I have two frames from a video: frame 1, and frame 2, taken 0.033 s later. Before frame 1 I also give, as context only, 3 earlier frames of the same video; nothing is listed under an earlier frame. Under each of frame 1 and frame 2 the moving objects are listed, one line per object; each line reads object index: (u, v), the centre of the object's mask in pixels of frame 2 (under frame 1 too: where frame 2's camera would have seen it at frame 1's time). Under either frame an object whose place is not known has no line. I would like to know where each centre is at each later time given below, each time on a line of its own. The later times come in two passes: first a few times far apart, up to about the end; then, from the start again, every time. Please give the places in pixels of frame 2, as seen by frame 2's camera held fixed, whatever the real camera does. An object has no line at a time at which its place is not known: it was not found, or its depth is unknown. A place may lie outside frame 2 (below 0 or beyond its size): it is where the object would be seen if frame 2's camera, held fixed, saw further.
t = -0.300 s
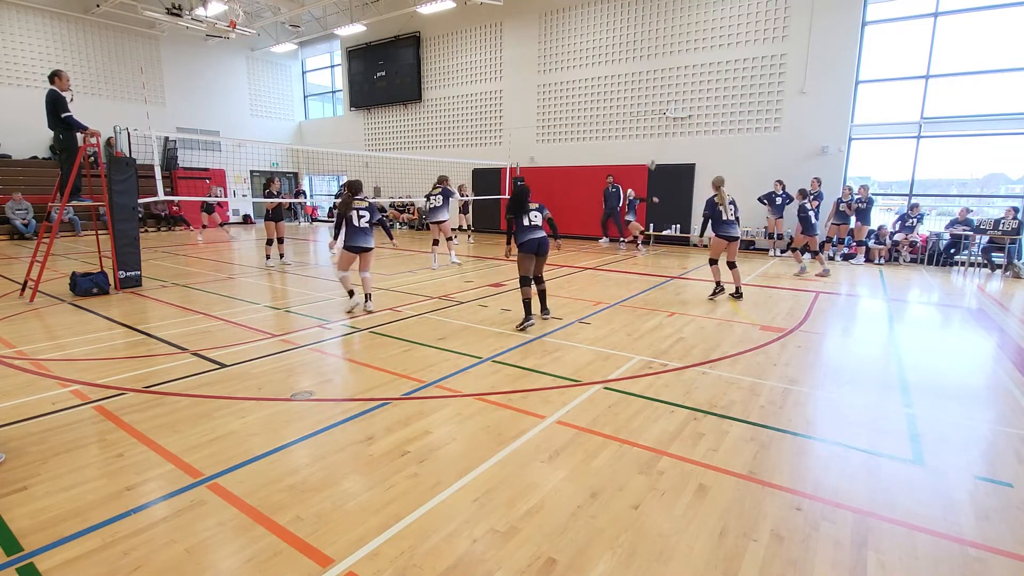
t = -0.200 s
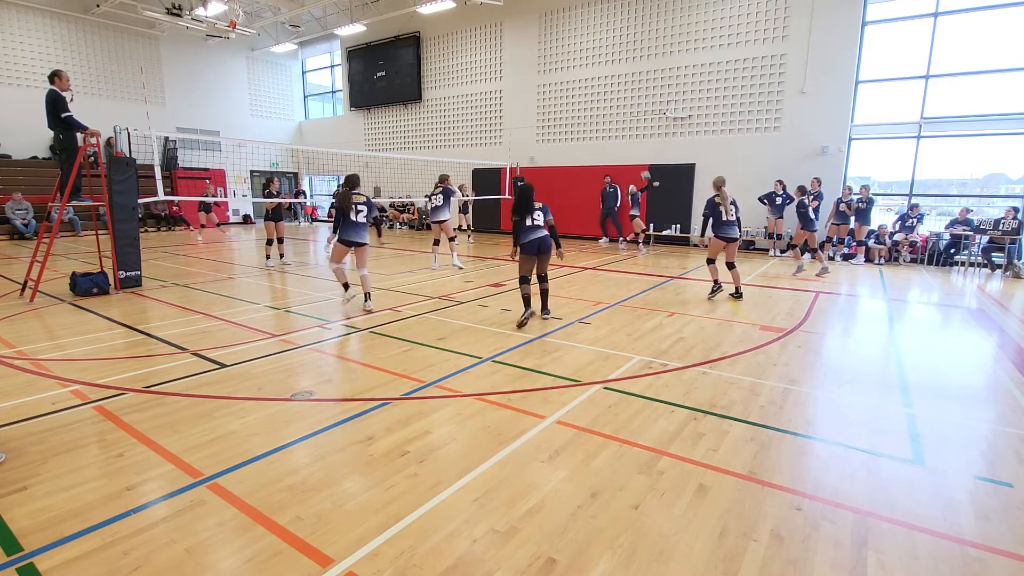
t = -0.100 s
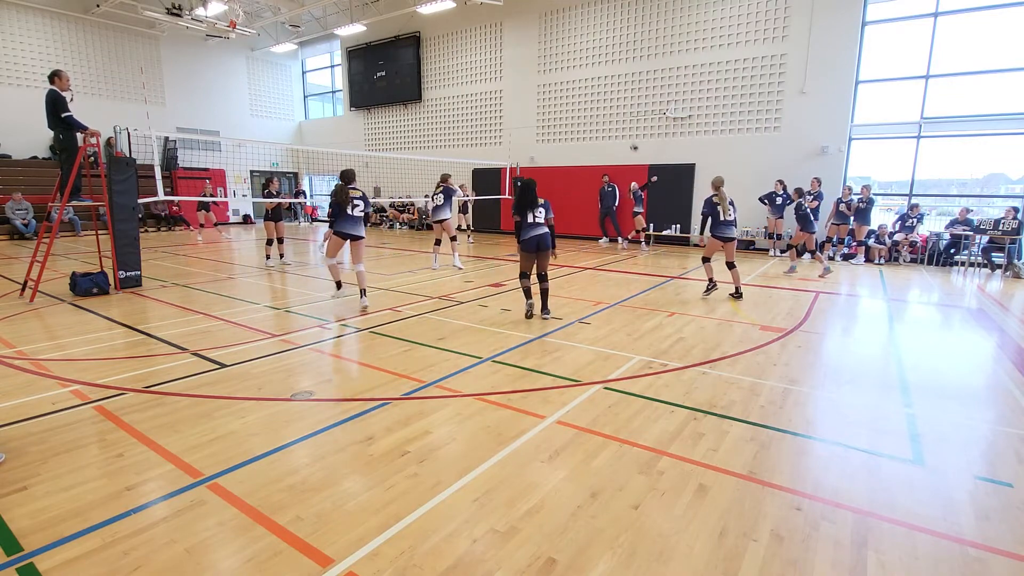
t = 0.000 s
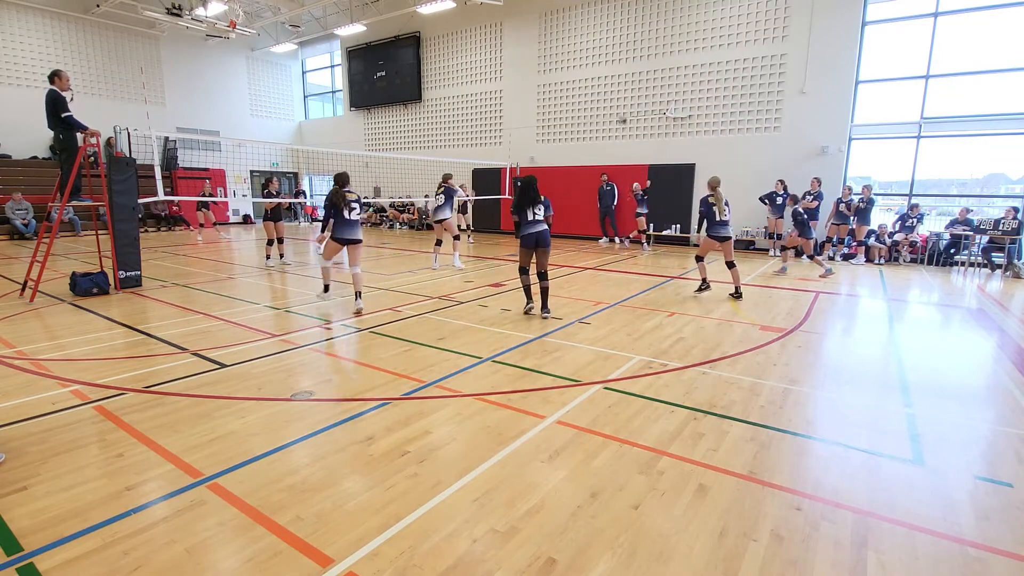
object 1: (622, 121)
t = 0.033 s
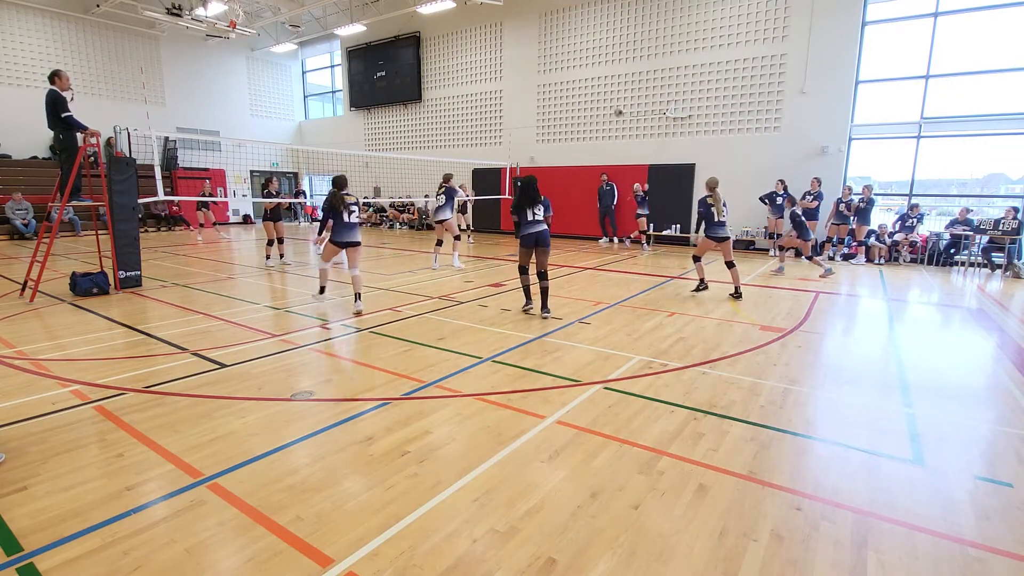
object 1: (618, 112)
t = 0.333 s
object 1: (577, 59)
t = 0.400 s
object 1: (567, 53)
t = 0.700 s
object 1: (518, 51)
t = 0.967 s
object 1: (472, 94)
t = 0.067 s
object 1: (614, 106)
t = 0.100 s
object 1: (610, 97)
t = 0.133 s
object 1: (605, 90)
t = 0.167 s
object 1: (601, 84)
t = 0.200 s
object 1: (596, 78)
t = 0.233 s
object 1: (592, 73)
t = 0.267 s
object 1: (586, 68)
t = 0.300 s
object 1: (582, 63)
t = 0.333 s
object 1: (577, 59)
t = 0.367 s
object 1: (572, 56)
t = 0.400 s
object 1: (567, 53)
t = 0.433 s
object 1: (561, 50)
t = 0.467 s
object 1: (557, 49)
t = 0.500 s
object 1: (552, 48)
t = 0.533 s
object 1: (545, 46)
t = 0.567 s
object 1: (541, 46)
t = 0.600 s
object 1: (535, 46)
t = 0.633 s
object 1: (529, 48)
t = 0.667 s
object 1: (524, 49)
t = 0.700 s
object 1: (518, 51)
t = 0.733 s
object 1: (512, 55)
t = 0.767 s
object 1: (506, 58)
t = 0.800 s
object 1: (500, 63)
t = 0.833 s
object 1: (495, 68)
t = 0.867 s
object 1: (489, 74)
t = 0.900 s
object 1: (483, 80)
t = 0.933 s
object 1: (478, 87)
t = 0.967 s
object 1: (472, 94)
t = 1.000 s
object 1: (466, 103)
